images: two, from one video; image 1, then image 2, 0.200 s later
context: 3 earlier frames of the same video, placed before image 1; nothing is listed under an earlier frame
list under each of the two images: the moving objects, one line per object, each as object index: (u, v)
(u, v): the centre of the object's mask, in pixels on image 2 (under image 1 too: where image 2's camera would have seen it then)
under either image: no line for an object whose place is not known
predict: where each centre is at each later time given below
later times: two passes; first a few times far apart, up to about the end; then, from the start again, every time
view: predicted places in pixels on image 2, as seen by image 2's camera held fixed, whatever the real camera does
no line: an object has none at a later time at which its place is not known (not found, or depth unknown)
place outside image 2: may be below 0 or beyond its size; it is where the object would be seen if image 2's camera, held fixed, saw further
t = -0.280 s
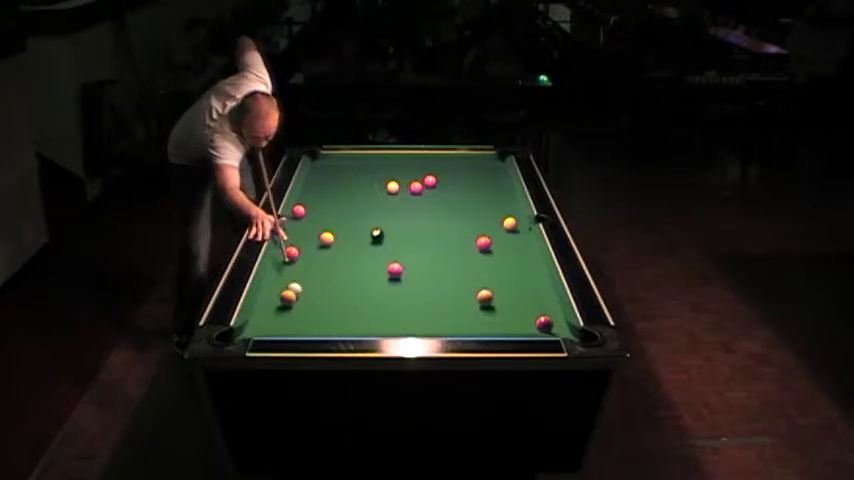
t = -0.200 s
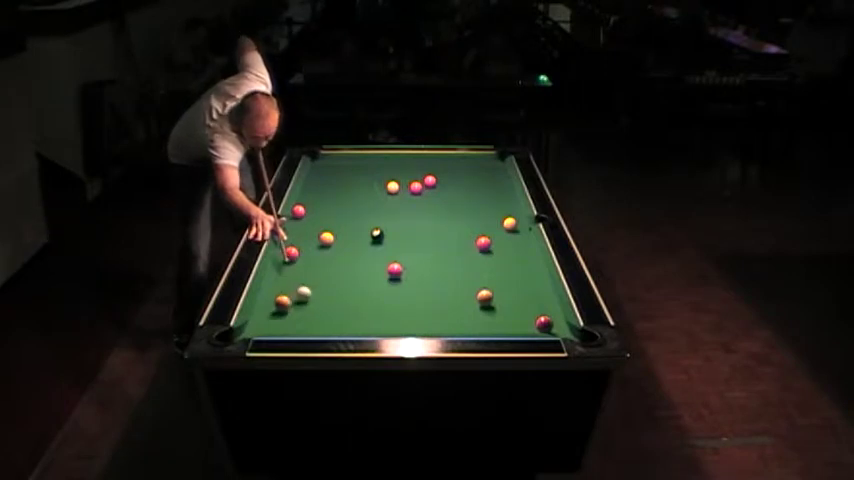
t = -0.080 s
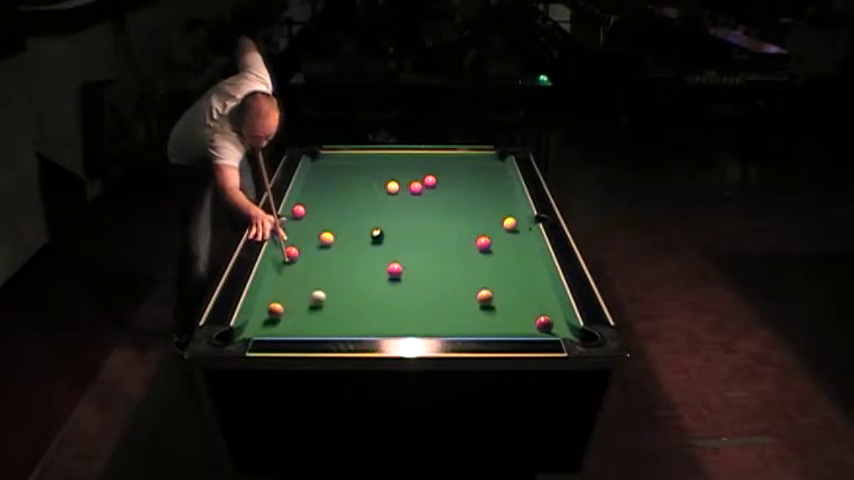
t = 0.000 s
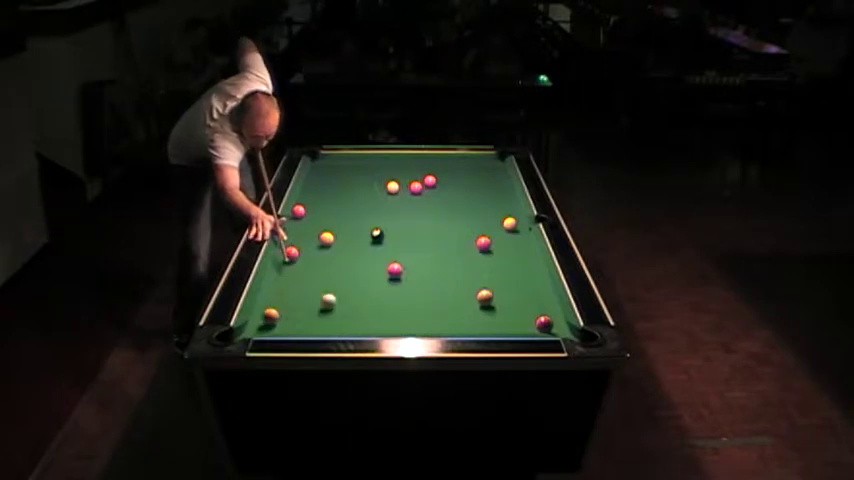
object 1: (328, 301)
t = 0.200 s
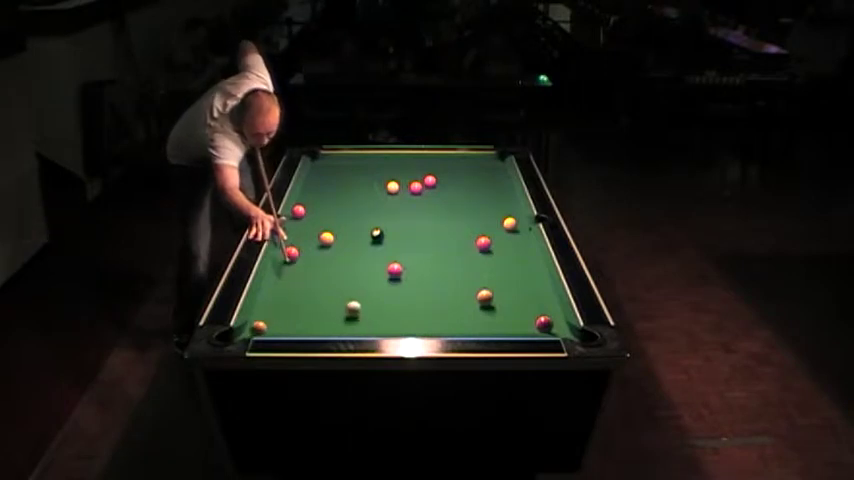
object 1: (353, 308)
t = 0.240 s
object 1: (358, 310)
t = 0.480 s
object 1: (388, 318)
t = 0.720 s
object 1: (418, 325)
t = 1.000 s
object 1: (448, 326)
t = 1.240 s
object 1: (470, 323)
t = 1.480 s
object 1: (490, 321)
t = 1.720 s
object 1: (507, 318)
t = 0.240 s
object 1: (358, 310)
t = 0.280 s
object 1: (363, 311)
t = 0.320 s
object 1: (368, 312)
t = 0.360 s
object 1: (373, 314)
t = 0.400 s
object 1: (378, 315)
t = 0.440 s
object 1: (383, 317)
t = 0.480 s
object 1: (388, 318)
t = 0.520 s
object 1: (393, 319)
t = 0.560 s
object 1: (398, 321)
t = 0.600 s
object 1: (403, 321)
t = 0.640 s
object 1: (408, 322)
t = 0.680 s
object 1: (413, 324)
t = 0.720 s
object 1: (418, 325)
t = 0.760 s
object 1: (423, 326)
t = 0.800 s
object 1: (428, 327)
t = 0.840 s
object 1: (433, 328)
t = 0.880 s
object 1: (437, 328)
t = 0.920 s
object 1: (441, 327)
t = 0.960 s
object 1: (444, 327)
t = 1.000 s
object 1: (448, 326)
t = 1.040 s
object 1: (452, 326)
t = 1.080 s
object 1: (456, 325)
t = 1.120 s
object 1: (459, 325)
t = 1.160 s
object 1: (463, 324)
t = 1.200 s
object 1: (466, 323)
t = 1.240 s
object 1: (470, 323)
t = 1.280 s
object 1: (473, 322)
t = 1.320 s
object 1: (476, 322)
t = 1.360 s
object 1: (480, 321)
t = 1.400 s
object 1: (483, 322)
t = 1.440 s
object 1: (486, 321)
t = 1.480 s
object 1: (490, 321)
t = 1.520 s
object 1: (493, 321)
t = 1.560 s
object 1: (496, 321)
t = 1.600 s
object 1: (499, 321)
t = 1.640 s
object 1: (502, 319)
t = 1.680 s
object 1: (505, 319)
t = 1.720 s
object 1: (507, 318)
